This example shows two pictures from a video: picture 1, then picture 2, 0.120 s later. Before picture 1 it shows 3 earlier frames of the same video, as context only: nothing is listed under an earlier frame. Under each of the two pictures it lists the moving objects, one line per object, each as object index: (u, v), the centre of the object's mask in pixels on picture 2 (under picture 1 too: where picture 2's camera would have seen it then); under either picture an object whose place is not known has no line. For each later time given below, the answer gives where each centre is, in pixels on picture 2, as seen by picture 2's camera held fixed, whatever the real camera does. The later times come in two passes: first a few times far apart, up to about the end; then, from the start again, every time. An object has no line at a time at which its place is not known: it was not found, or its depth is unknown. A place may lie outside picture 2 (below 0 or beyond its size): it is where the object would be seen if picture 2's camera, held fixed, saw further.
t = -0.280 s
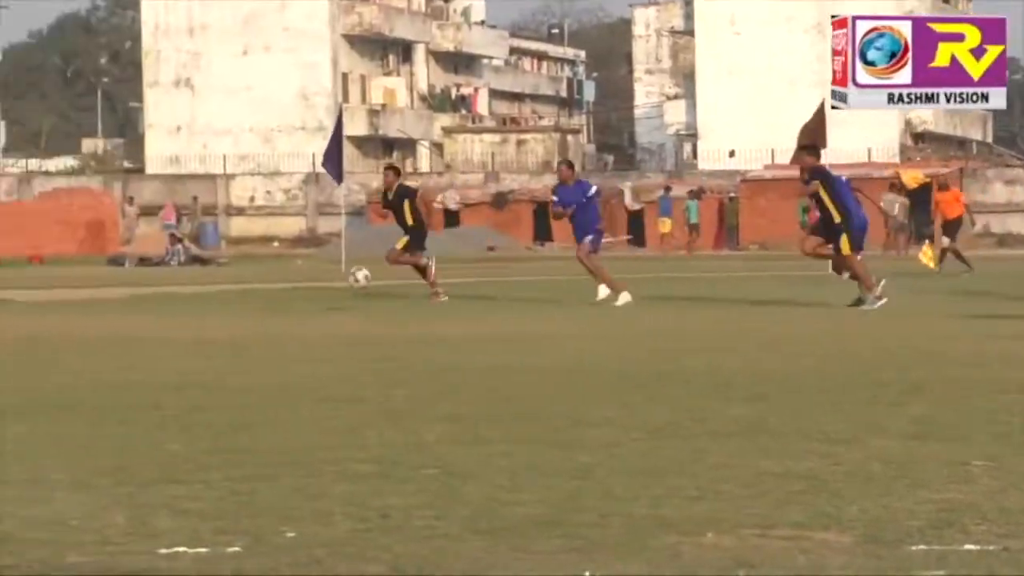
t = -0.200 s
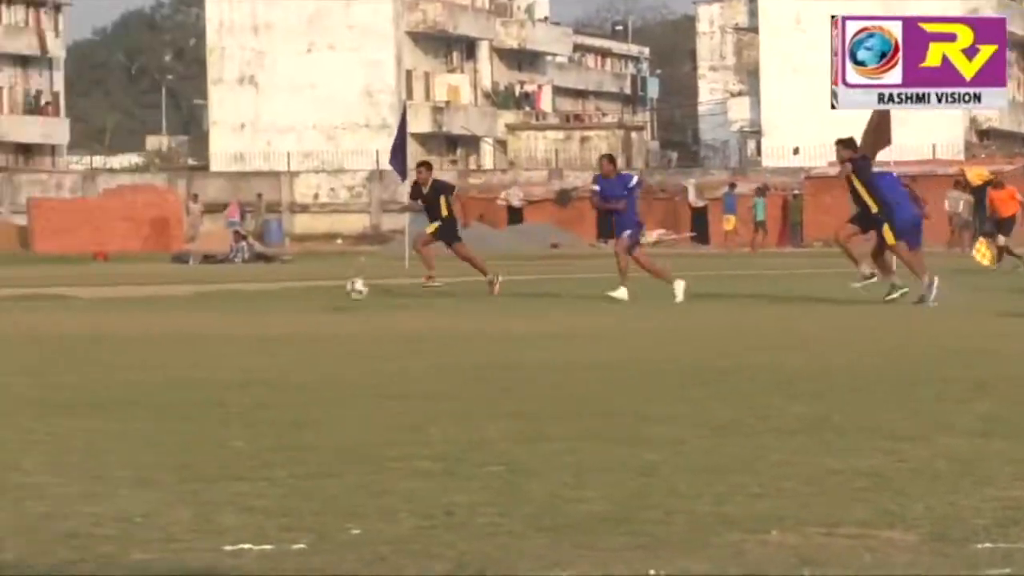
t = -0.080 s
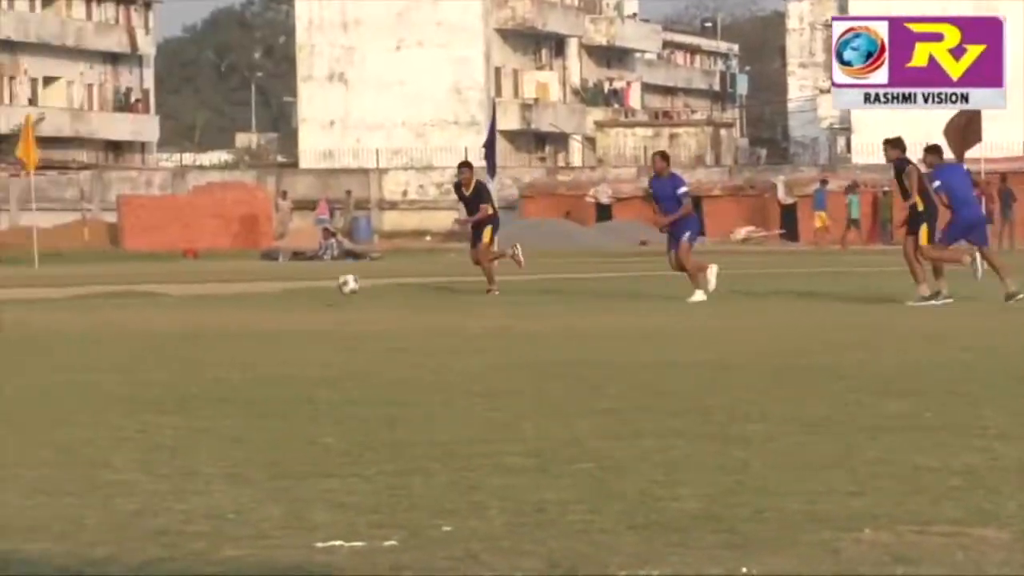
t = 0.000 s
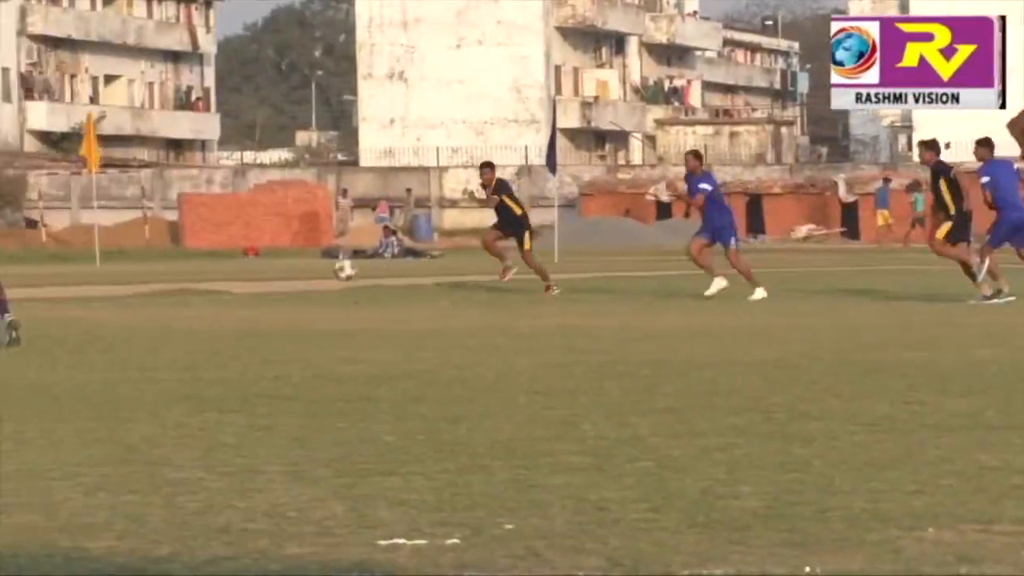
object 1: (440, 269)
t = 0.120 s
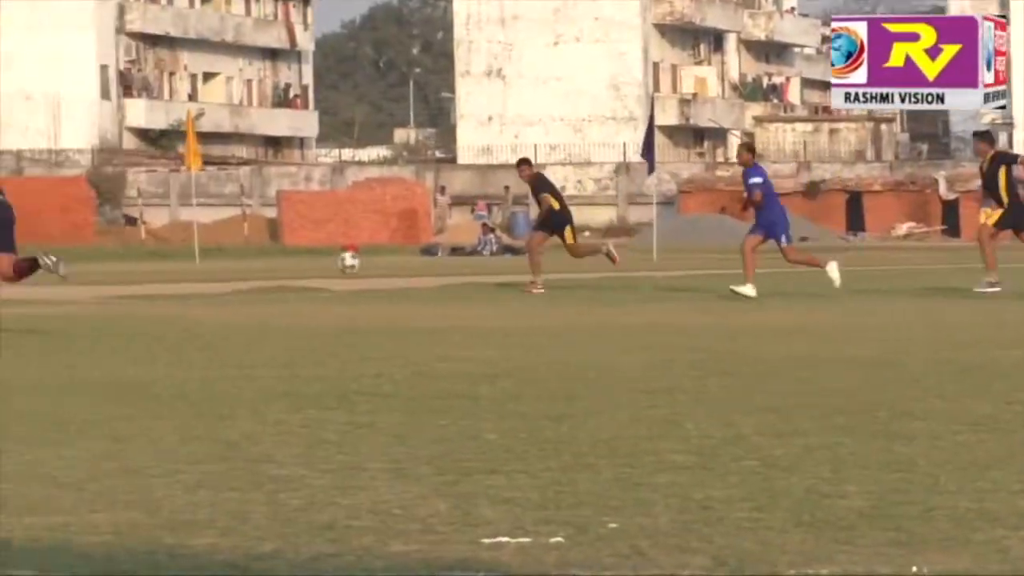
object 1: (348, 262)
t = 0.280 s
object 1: (227, 281)
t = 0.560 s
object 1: (7, 277)
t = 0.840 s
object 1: (-217, 285)
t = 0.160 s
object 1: (318, 264)
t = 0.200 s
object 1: (289, 267)
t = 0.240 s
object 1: (257, 275)
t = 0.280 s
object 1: (227, 281)
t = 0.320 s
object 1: (194, 292)
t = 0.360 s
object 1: (166, 290)
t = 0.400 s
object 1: (132, 285)
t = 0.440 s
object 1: (102, 281)
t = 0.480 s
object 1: (68, 277)
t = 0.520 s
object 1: (38, 277)
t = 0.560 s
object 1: (7, 277)
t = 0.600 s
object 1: (-25, 281)
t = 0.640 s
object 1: (-56, 285)
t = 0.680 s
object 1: (-88, 293)
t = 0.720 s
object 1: (-121, 294)
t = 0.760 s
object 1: (-153, 289)
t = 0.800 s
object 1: (-185, 286)
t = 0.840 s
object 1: (-217, 285)
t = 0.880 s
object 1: (-250, 285)
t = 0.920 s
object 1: (-282, 289)
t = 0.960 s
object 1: (-315, 293)
